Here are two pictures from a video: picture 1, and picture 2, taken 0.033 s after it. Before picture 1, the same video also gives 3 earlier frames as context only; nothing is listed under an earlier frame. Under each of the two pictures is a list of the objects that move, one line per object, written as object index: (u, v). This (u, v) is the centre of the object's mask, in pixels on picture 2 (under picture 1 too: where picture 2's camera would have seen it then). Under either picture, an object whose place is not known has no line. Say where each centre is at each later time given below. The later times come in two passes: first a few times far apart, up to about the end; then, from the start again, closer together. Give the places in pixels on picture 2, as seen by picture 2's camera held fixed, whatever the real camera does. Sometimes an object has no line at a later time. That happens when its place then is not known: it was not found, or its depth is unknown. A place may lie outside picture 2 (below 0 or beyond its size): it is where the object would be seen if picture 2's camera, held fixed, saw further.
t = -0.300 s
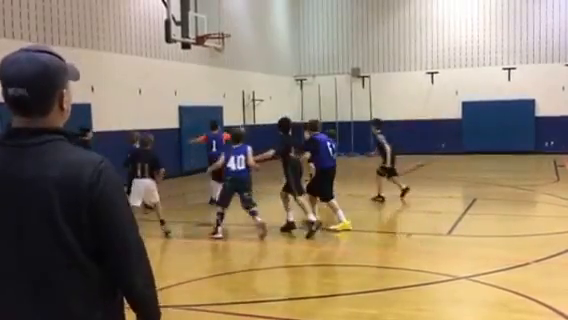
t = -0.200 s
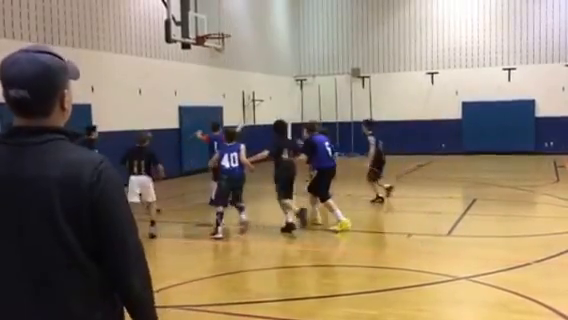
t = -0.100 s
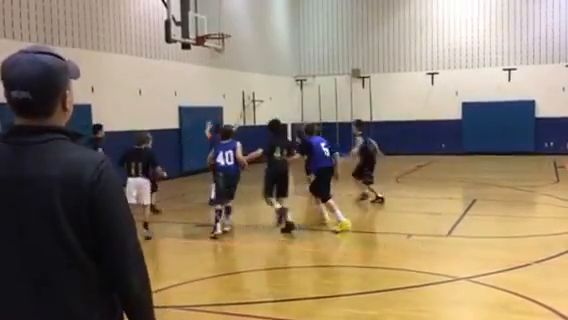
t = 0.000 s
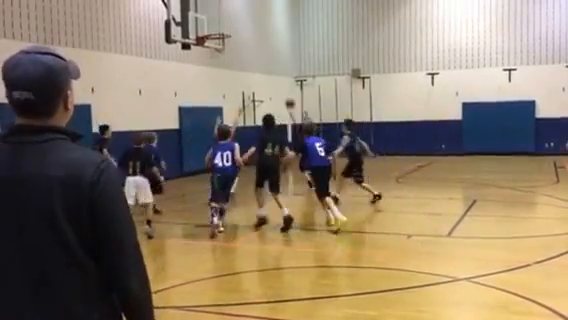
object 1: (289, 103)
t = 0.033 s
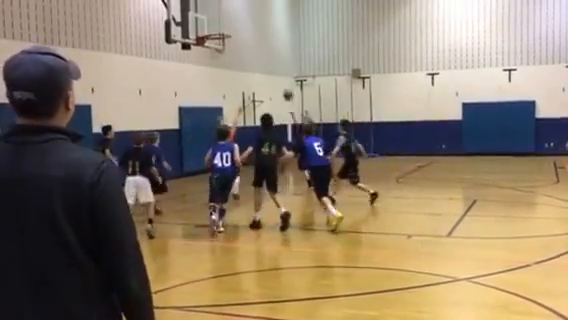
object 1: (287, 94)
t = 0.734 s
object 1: (238, 2)
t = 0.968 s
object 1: (219, 18)
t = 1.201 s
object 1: (207, 13)
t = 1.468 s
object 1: (196, 22)
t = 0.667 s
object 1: (244, 2)
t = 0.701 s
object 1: (241, 2)
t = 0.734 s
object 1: (238, 2)
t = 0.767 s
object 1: (236, 2)
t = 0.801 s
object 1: (233, 3)
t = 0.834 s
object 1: (230, 4)
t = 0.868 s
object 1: (228, 6)
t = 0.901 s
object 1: (225, 10)
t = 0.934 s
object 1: (222, 13)
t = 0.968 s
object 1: (219, 18)
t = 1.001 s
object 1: (217, 23)
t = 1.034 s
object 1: (214, 27)
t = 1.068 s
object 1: (213, 23)
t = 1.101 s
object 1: (211, 20)
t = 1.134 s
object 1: (210, 17)
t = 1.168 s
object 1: (208, 14)
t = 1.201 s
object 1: (207, 13)
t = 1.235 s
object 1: (206, 12)
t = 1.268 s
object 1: (205, 11)
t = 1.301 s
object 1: (203, 11)
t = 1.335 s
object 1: (202, 12)
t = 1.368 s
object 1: (200, 13)
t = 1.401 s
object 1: (199, 16)
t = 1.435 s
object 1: (198, 18)
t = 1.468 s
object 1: (196, 22)
